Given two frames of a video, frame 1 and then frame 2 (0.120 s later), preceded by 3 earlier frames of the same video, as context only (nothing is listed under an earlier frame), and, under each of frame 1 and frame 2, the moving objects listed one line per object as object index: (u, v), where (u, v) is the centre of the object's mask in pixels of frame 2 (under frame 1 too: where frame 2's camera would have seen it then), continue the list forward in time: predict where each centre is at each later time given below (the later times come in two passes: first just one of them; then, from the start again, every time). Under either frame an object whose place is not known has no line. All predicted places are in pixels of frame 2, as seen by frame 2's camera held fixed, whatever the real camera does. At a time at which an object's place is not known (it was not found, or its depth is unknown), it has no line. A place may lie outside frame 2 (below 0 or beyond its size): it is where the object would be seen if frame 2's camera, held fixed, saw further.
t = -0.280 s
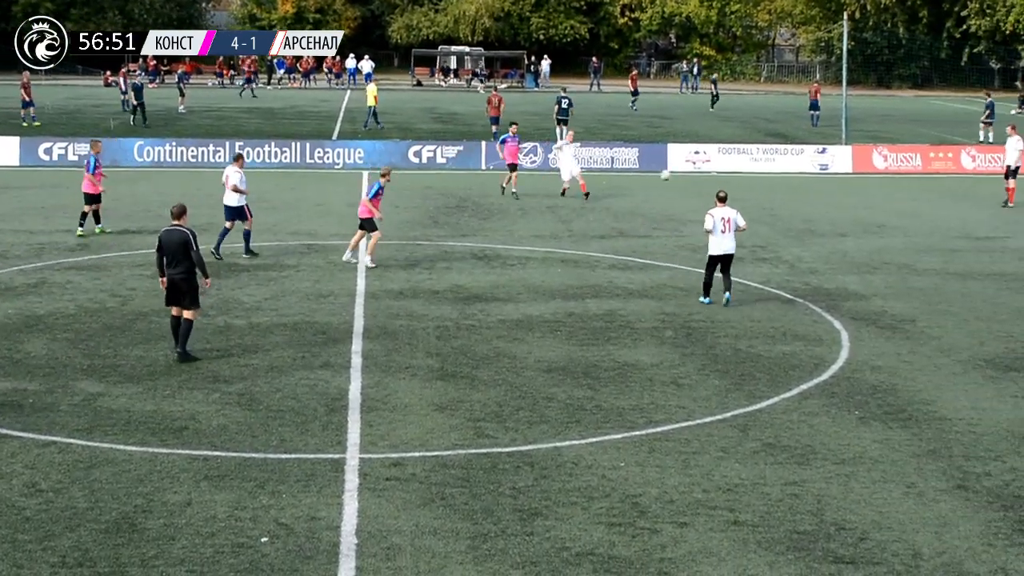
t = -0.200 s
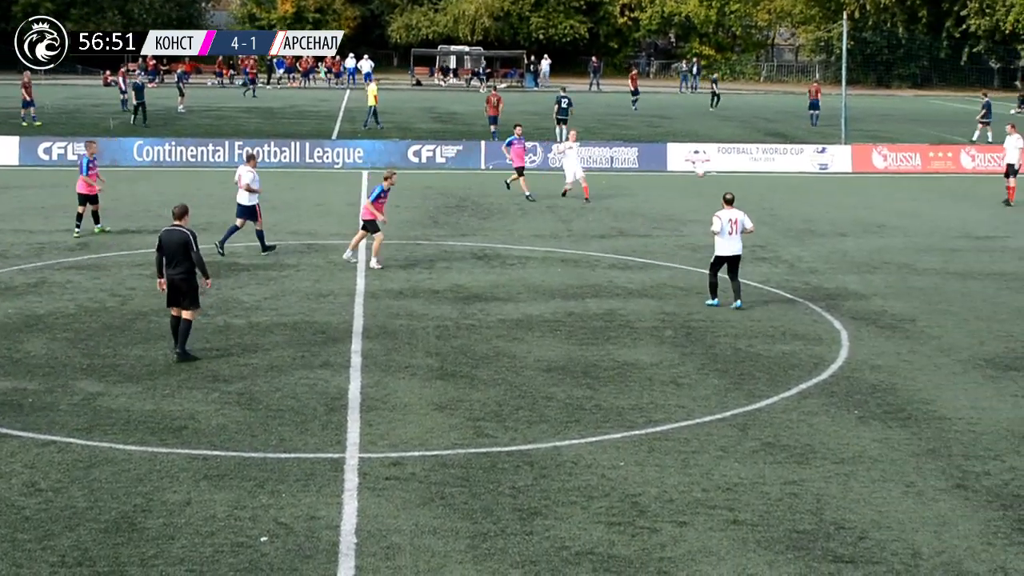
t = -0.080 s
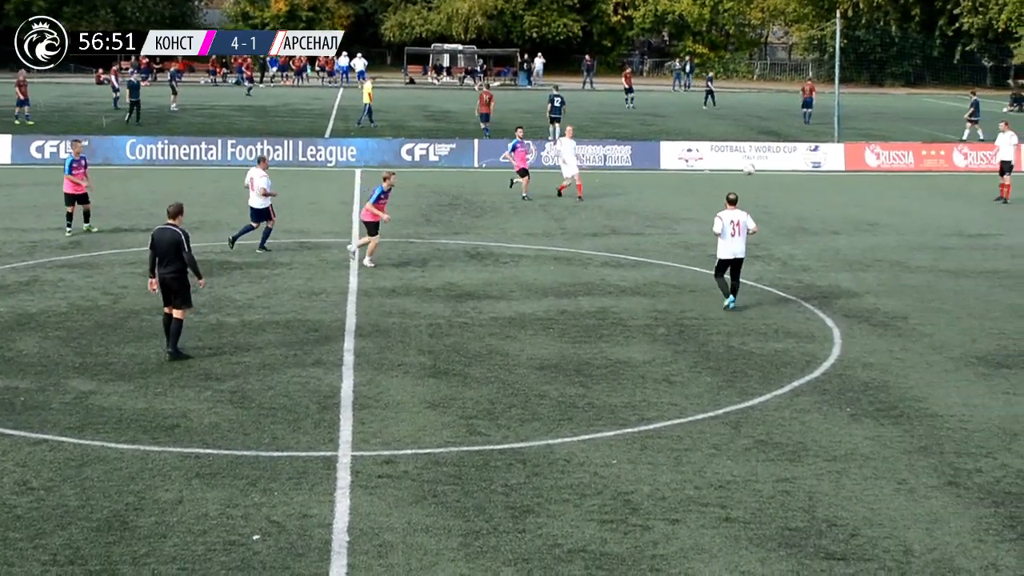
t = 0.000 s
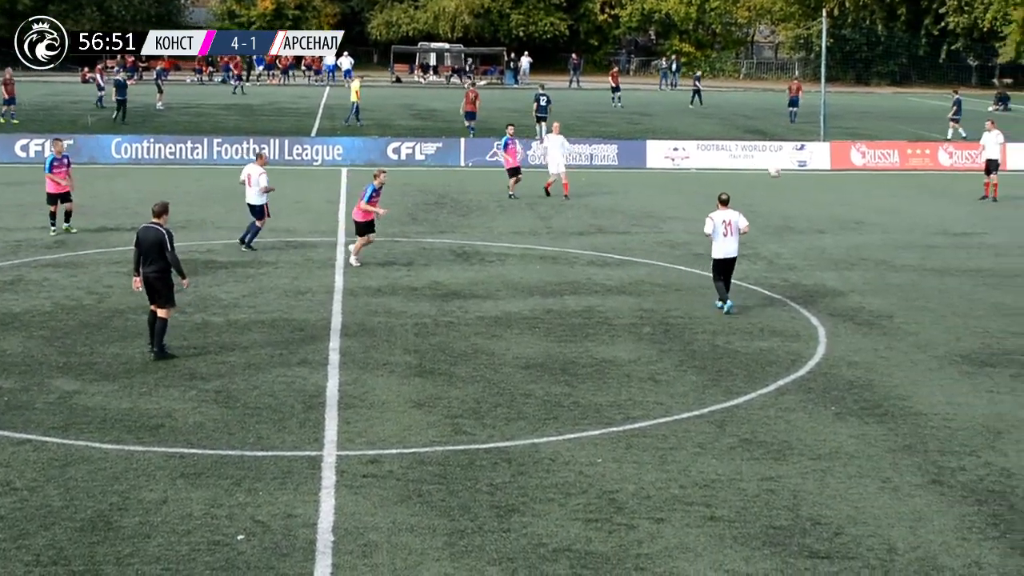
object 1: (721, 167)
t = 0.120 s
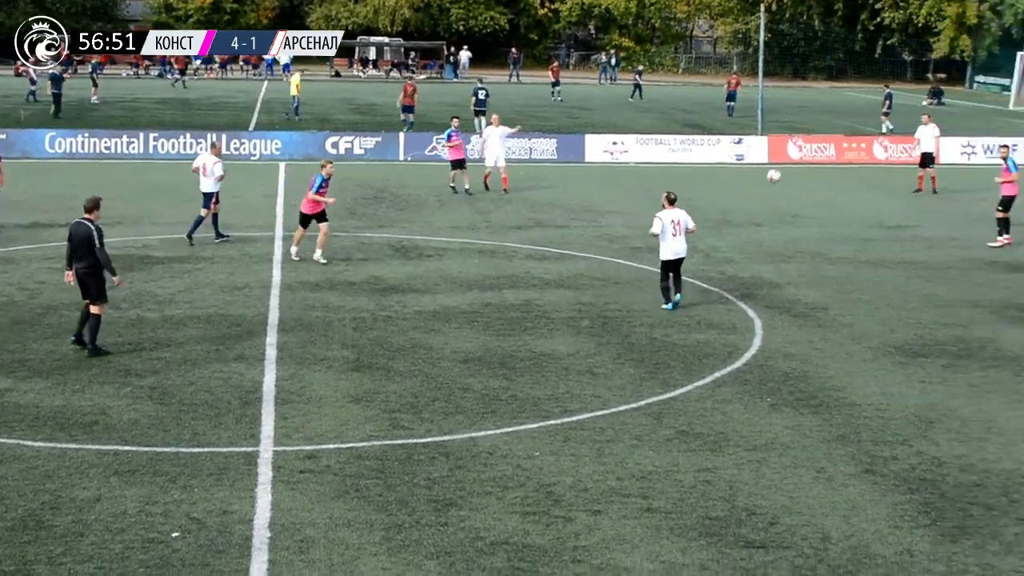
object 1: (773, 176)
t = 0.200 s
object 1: (808, 187)
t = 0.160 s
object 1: (790, 181)
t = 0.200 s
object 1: (808, 187)
